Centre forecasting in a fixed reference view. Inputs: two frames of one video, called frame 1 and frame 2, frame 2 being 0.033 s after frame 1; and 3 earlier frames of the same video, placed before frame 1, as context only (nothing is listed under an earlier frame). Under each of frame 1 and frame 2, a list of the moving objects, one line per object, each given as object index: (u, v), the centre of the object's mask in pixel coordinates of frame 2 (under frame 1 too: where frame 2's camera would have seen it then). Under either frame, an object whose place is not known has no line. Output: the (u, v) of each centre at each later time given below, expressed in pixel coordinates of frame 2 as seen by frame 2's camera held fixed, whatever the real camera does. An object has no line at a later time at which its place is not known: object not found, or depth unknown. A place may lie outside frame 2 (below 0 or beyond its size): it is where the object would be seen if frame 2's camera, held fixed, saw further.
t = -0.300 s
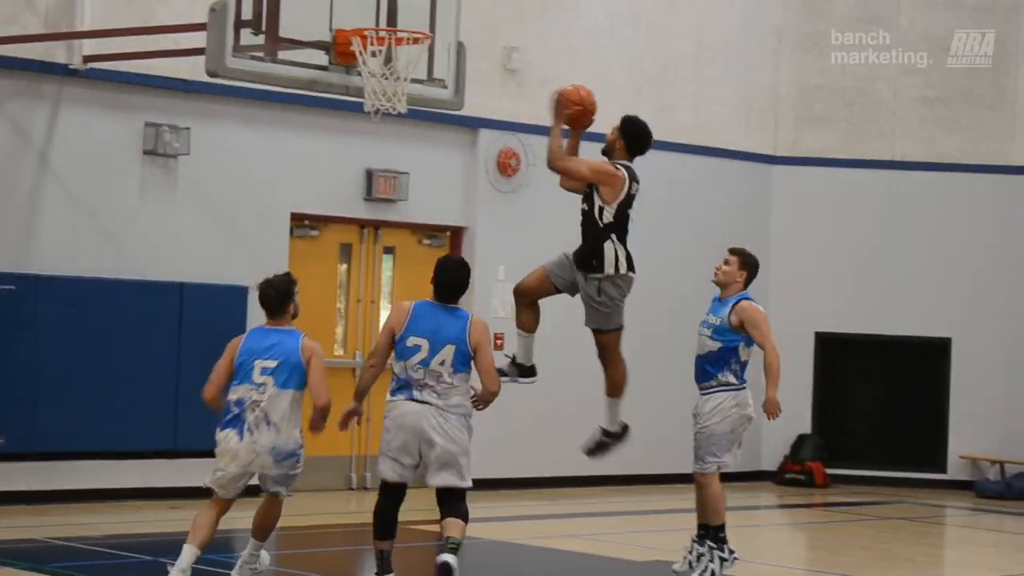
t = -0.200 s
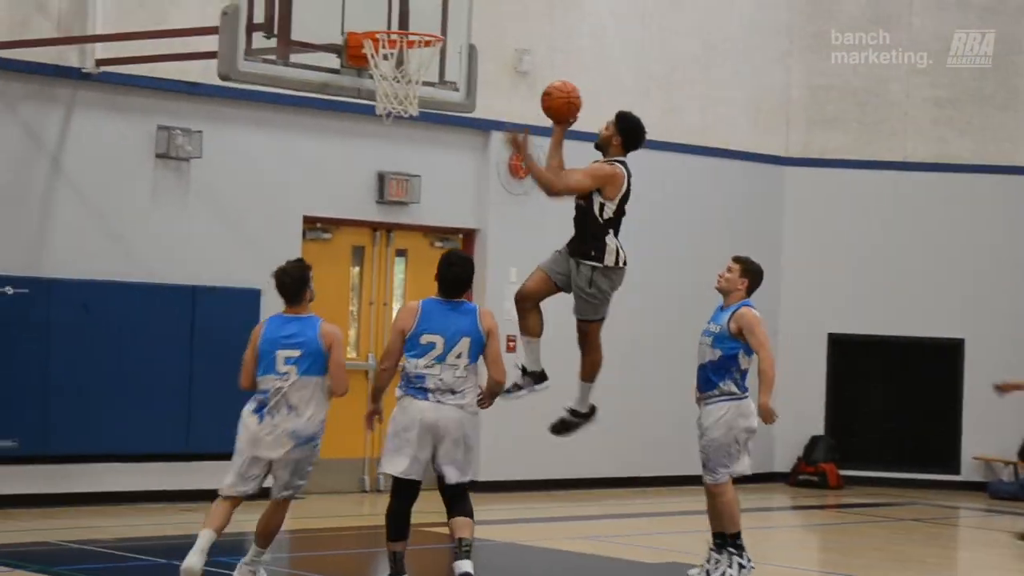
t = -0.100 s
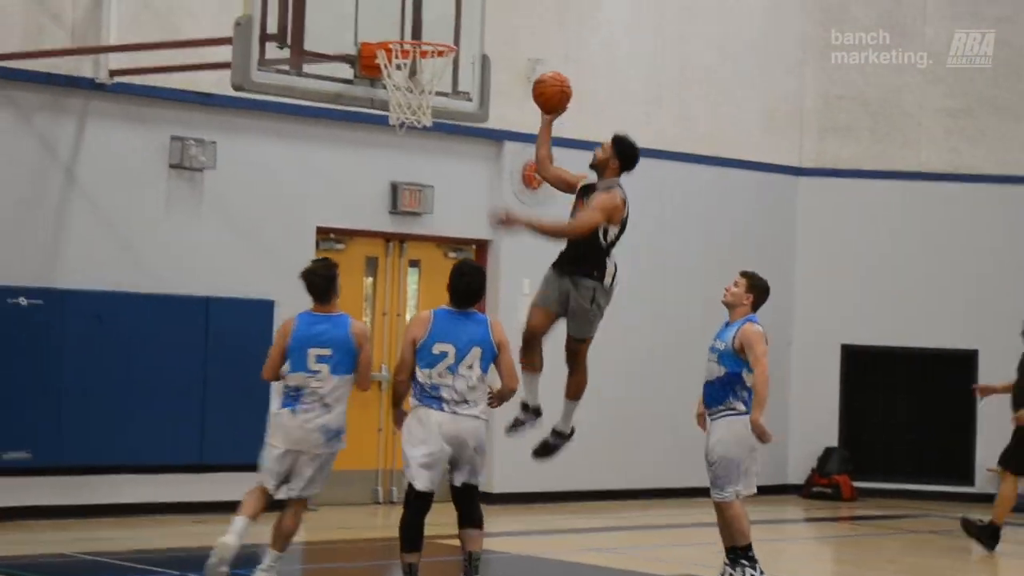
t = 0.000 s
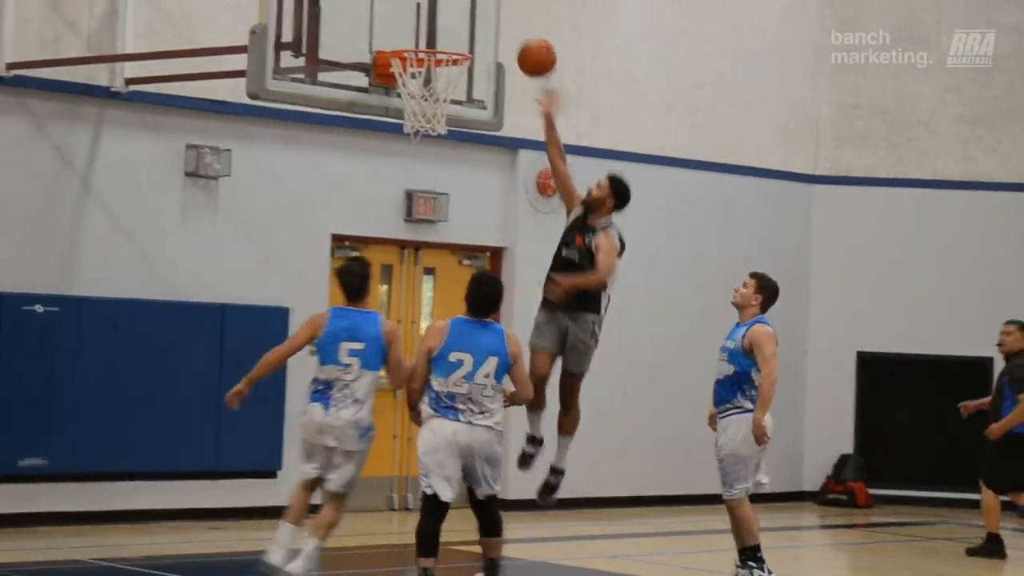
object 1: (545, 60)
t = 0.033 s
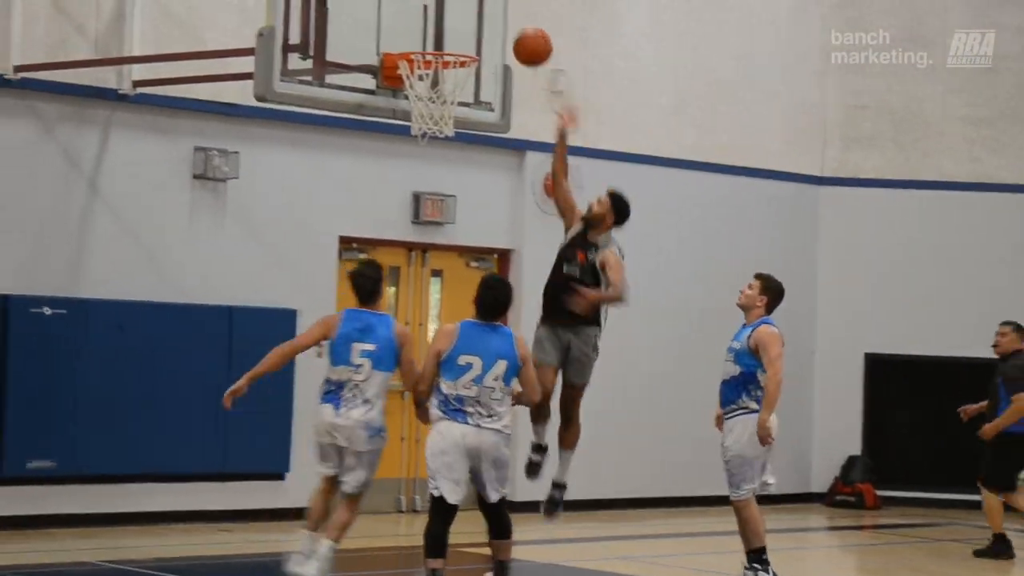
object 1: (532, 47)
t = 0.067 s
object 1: (519, 35)
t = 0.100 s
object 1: (508, 27)
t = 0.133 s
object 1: (497, 21)
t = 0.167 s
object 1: (485, 15)
